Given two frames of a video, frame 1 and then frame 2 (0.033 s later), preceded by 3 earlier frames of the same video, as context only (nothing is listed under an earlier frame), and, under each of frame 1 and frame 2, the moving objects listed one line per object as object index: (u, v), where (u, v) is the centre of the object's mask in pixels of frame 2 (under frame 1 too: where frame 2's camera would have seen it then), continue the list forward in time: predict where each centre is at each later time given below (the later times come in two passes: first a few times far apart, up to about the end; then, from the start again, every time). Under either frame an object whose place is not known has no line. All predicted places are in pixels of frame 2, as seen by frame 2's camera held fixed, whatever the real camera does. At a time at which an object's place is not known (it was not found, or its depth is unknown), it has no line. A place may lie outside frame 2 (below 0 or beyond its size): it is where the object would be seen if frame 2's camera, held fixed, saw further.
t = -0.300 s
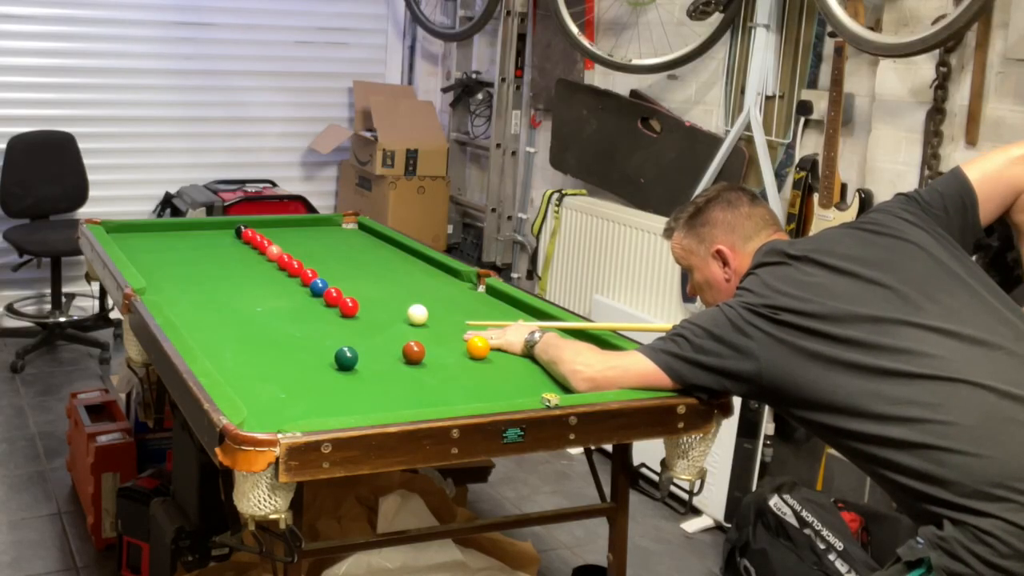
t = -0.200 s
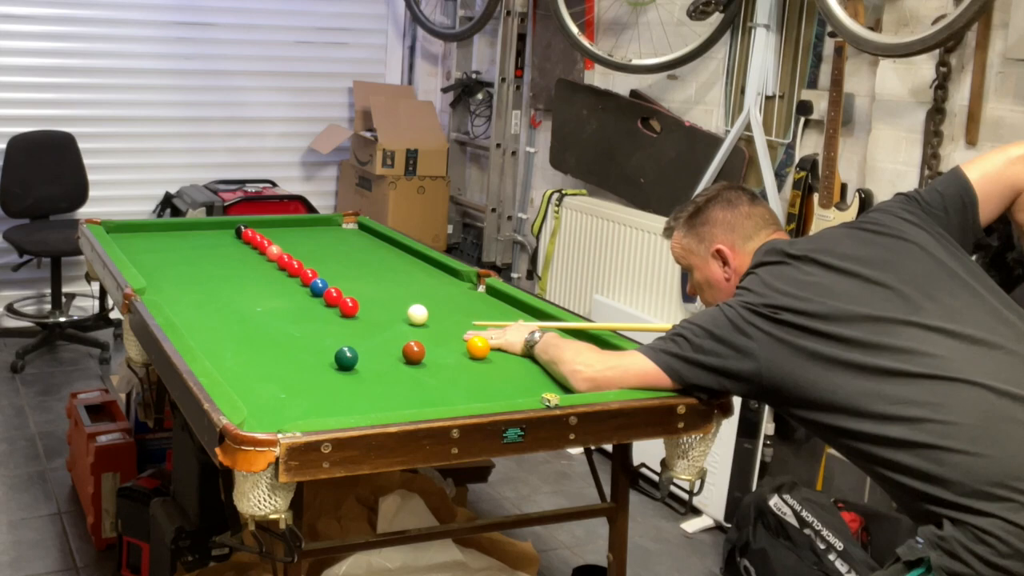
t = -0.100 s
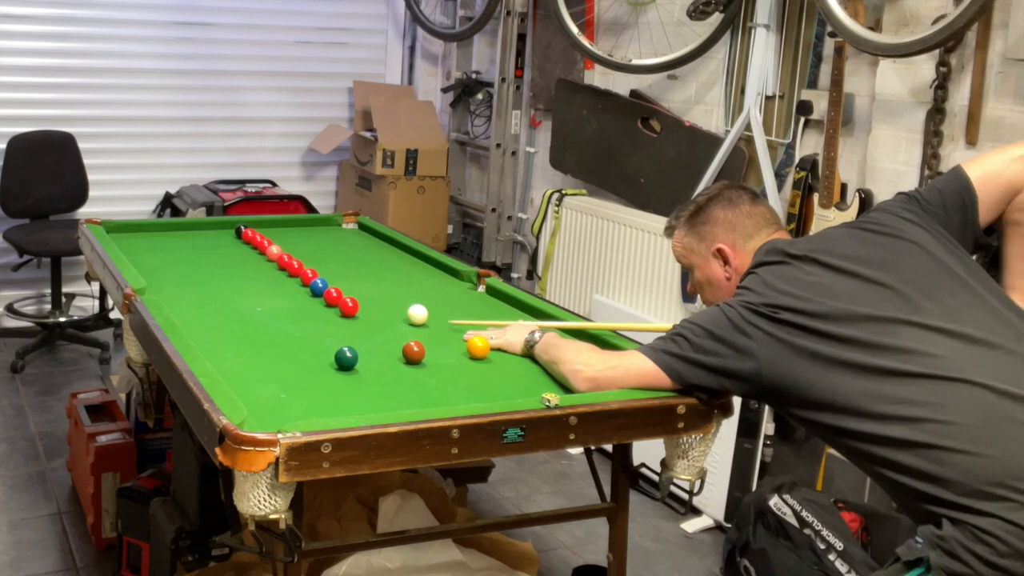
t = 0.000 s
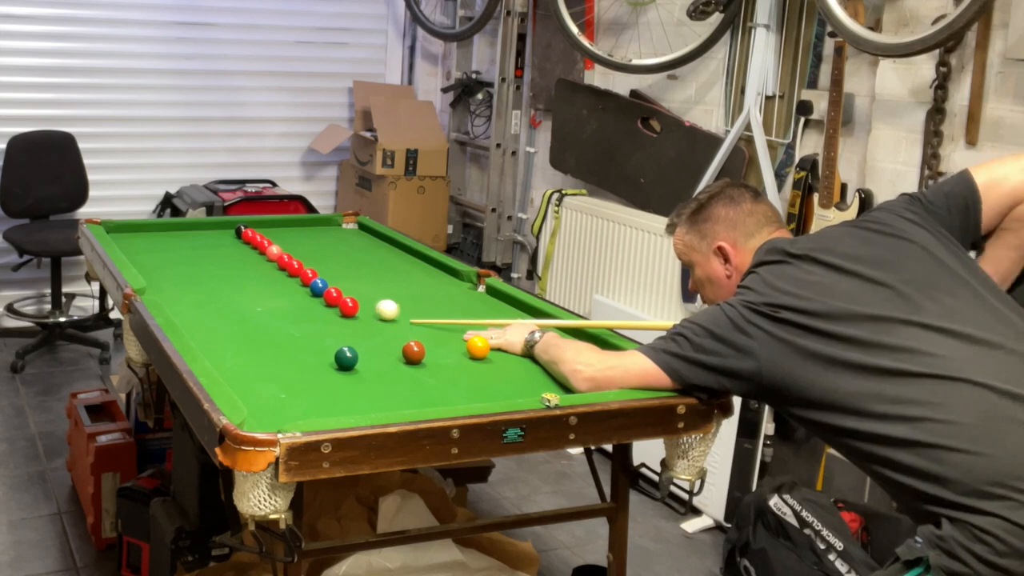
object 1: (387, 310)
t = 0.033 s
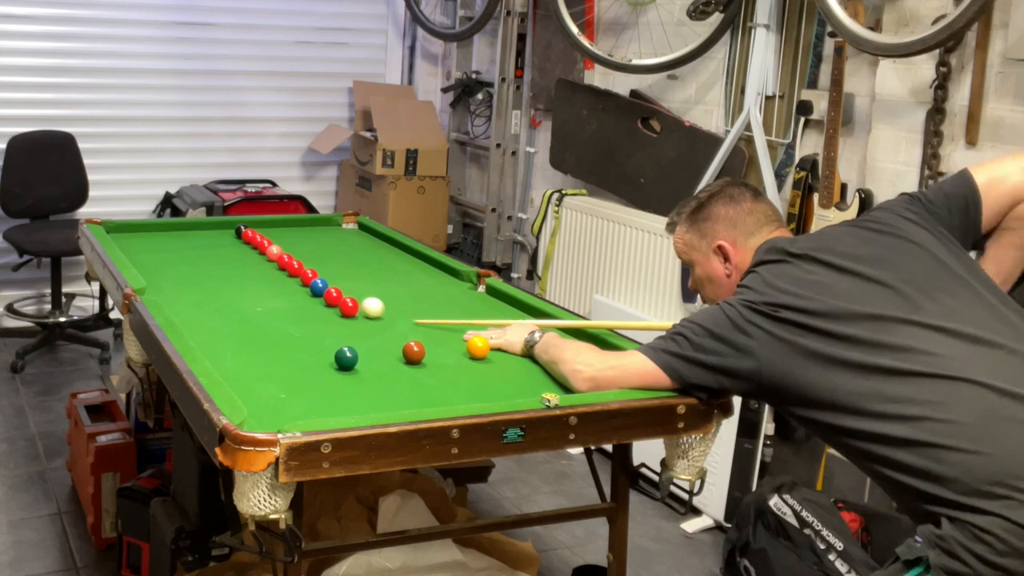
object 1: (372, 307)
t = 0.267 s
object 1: (375, 302)
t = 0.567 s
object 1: (384, 297)
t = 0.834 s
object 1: (391, 294)
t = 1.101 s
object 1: (396, 292)
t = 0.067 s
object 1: (369, 306)
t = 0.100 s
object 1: (370, 305)
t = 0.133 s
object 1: (371, 304)
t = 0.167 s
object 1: (372, 304)
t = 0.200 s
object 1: (373, 303)
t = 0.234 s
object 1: (374, 303)
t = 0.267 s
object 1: (375, 302)
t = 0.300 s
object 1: (376, 302)
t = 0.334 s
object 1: (377, 301)
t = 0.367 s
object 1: (379, 300)
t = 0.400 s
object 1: (380, 300)
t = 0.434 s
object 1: (381, 299)
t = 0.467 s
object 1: (382, 299)
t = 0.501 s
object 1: (383, 298)
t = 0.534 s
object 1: (384, 298)
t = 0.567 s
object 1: (384, 297)
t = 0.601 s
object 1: (385, 297)
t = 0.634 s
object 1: (386, 296)
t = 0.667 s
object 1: (387, 296)
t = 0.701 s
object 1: (388, 296)
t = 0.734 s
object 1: (389, 295)
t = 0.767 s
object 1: (390, 295)
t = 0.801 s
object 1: (391, 295)
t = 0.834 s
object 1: (391, 294)
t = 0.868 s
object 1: (392, 294)
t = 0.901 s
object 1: (393, 294)
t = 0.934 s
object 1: (393, 293)
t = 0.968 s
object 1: (394, 293)
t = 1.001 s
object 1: (395, 293)
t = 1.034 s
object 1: (395, 292)
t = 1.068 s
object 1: (396, 292)
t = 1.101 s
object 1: (396, 292)
